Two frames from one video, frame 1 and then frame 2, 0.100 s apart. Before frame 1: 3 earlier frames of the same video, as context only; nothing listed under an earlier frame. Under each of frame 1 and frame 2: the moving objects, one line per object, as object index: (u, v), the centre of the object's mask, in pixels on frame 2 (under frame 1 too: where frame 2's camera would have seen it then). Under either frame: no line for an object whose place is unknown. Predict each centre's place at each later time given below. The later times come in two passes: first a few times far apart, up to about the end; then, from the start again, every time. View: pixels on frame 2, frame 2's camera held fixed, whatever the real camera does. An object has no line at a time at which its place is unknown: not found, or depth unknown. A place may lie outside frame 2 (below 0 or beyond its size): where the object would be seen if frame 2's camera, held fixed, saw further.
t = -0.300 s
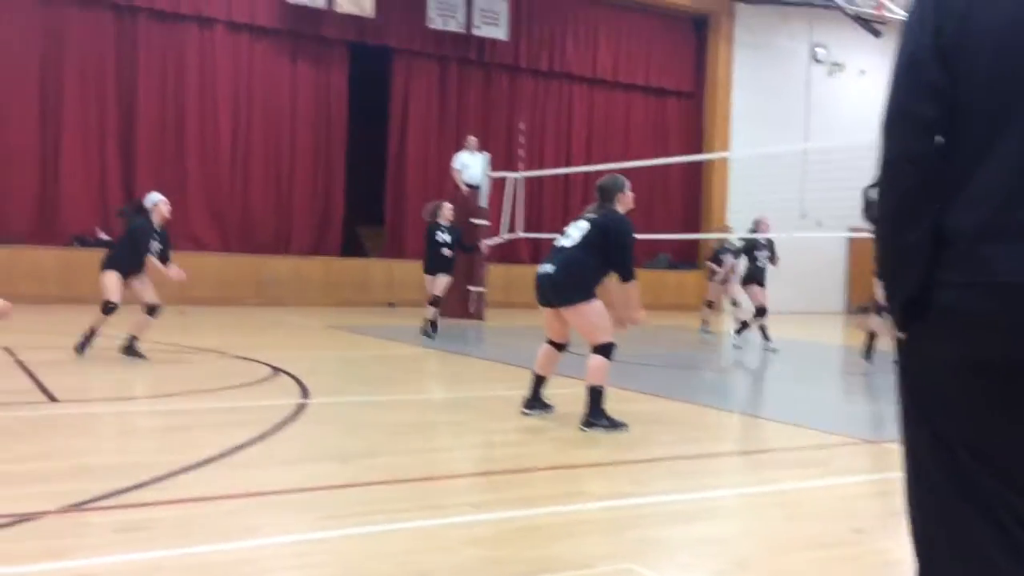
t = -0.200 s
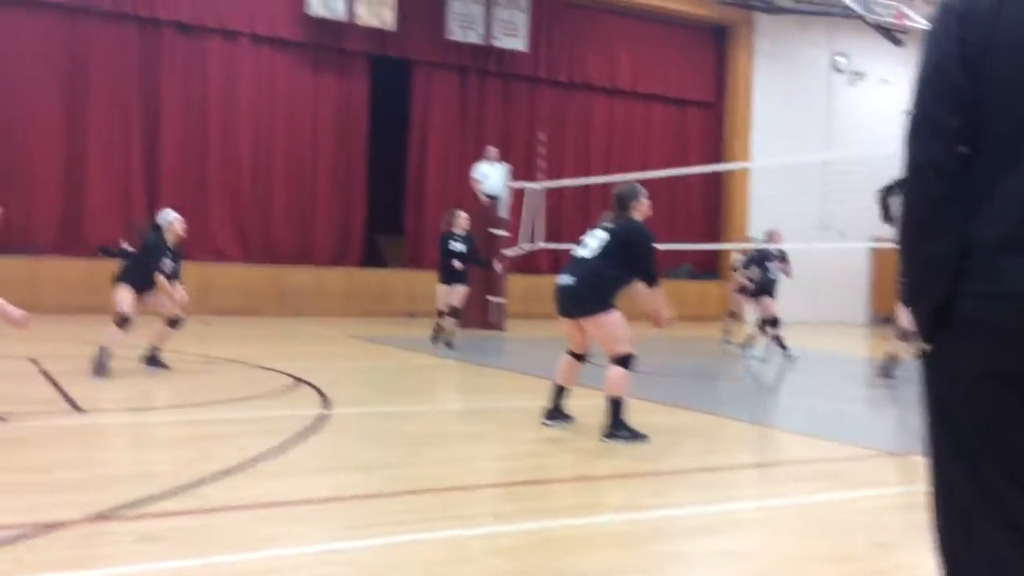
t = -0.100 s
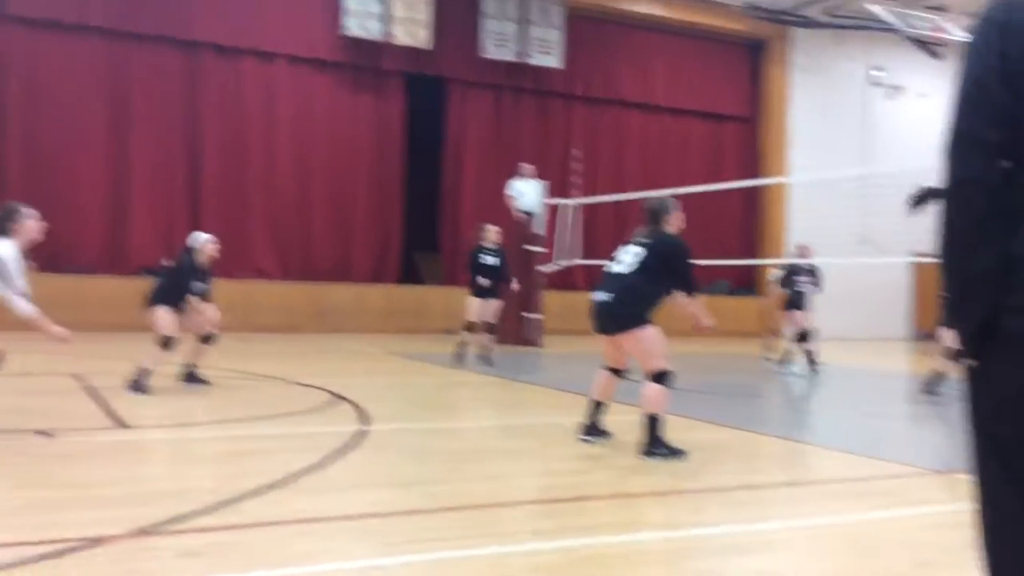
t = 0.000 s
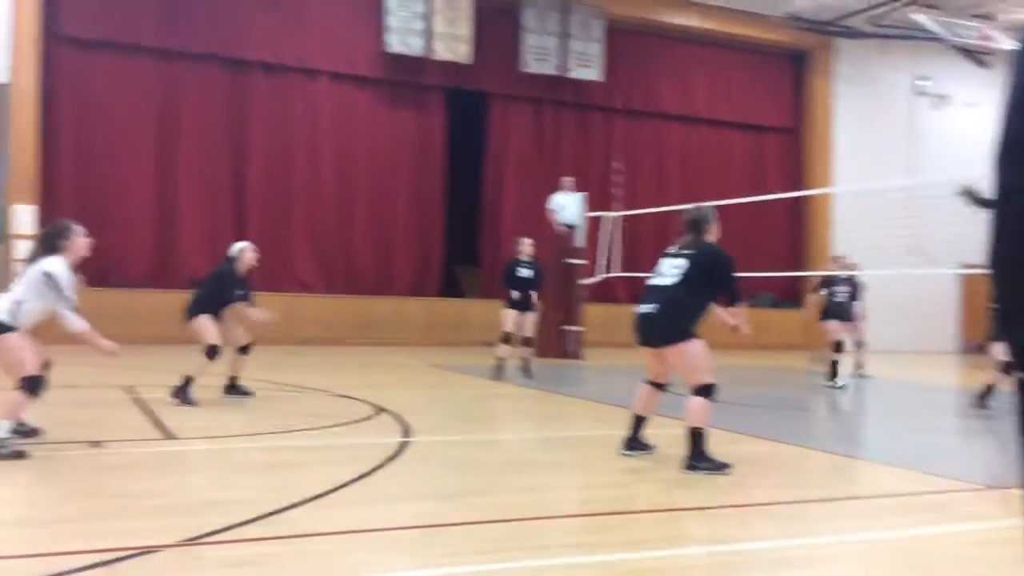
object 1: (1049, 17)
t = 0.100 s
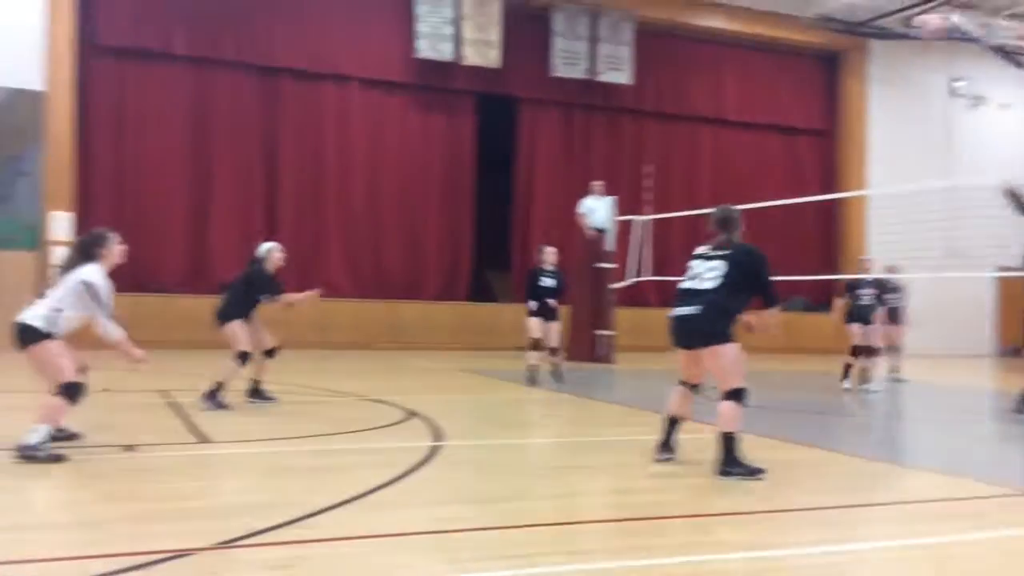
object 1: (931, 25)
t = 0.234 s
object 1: (778, 55)
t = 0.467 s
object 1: (544, 151)
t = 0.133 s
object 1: (891, 28)
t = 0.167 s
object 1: (854, 38)
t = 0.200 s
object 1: (817, 46)
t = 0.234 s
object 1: (778, 55)
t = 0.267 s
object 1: (743, 65)
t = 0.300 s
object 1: (708, 77)
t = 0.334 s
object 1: (674, 89)
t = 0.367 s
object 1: (640, 104)
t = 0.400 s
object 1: (607, 119)
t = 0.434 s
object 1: (576, 134)
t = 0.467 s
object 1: (544, 151)
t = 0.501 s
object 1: (513, 169)
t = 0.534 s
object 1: (484, 187)
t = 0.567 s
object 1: (456, 206)
